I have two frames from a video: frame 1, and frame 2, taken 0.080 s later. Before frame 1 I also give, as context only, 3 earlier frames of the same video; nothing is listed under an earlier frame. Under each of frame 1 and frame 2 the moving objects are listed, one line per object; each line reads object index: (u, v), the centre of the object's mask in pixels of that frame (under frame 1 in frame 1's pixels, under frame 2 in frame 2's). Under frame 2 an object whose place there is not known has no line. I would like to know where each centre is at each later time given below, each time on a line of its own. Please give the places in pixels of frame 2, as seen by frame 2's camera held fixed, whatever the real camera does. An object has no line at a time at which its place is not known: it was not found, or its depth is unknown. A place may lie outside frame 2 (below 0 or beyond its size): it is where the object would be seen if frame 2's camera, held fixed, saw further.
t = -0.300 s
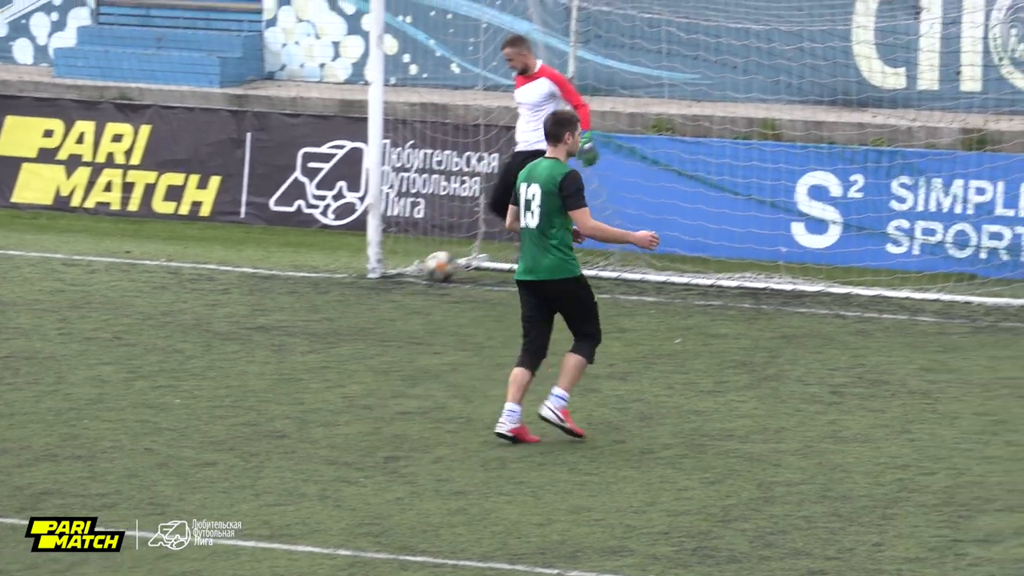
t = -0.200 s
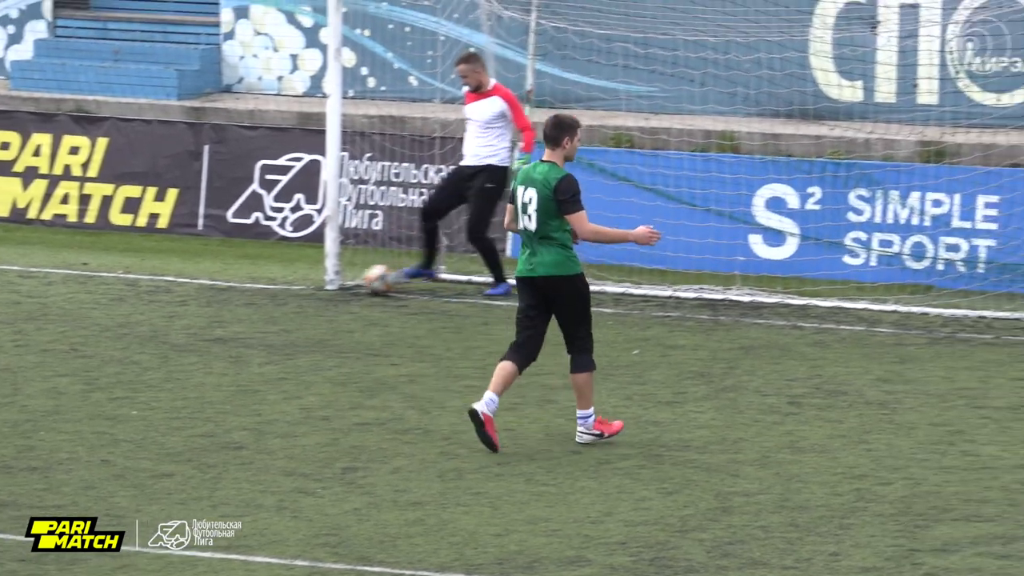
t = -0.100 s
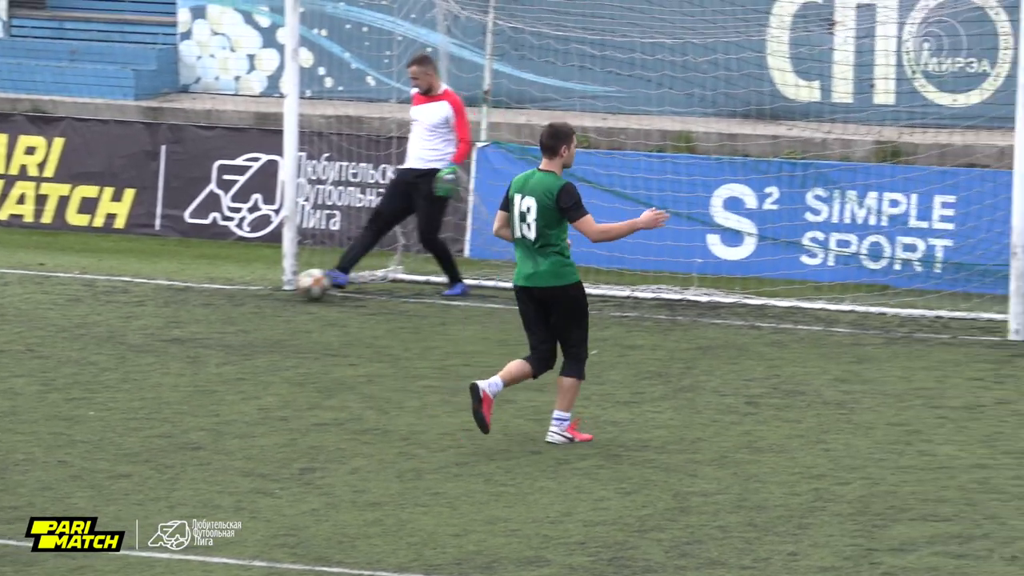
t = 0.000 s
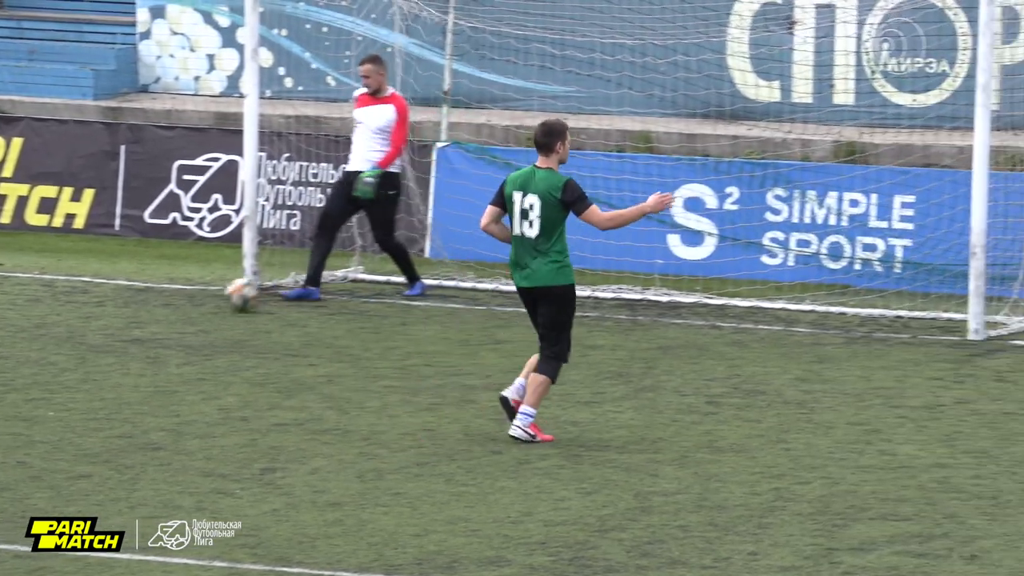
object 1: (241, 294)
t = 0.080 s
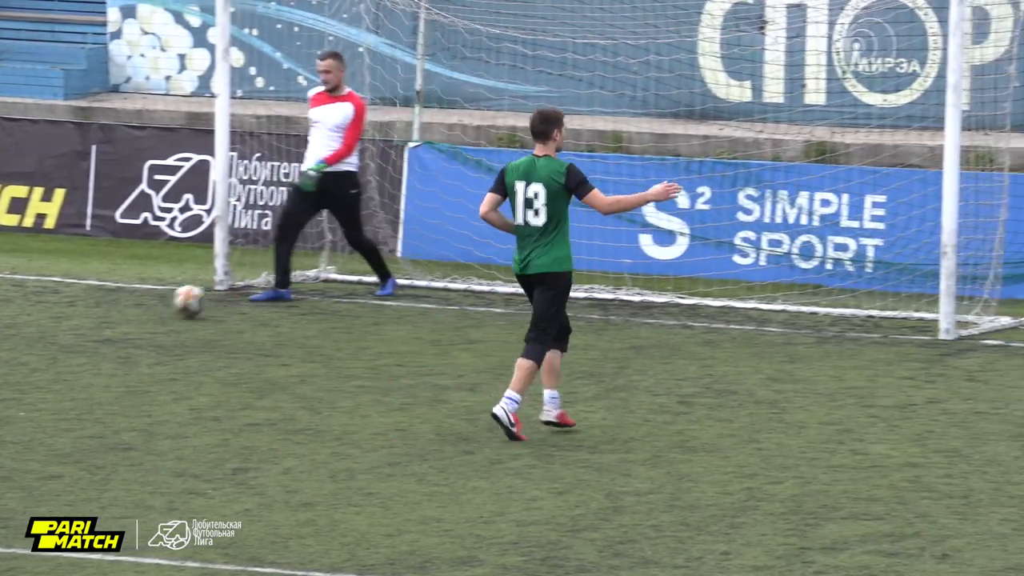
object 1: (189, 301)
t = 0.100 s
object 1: (181, 304)
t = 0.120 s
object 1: (173, 306)
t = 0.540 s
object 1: (67, 329)
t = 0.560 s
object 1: (65, 332)
